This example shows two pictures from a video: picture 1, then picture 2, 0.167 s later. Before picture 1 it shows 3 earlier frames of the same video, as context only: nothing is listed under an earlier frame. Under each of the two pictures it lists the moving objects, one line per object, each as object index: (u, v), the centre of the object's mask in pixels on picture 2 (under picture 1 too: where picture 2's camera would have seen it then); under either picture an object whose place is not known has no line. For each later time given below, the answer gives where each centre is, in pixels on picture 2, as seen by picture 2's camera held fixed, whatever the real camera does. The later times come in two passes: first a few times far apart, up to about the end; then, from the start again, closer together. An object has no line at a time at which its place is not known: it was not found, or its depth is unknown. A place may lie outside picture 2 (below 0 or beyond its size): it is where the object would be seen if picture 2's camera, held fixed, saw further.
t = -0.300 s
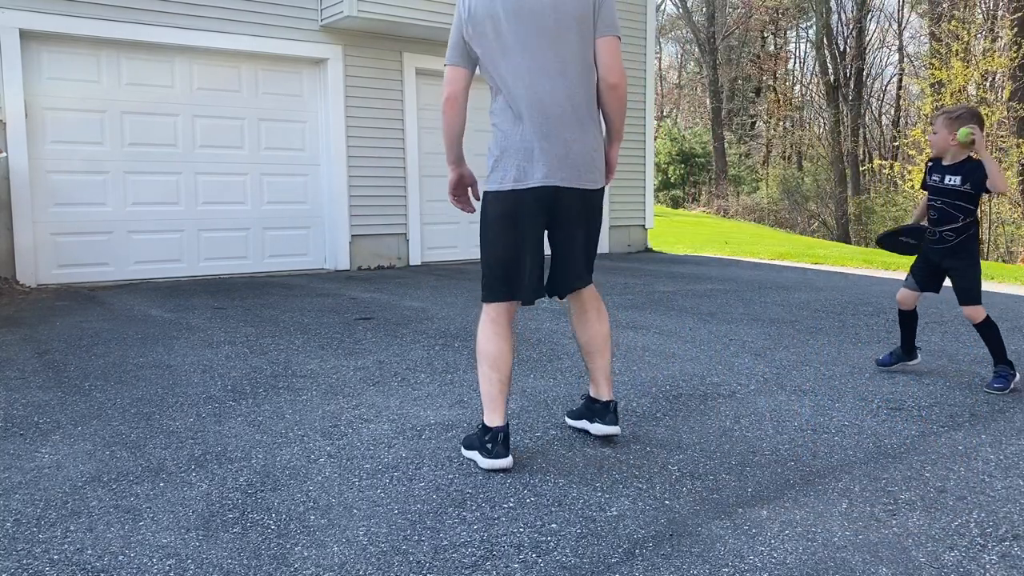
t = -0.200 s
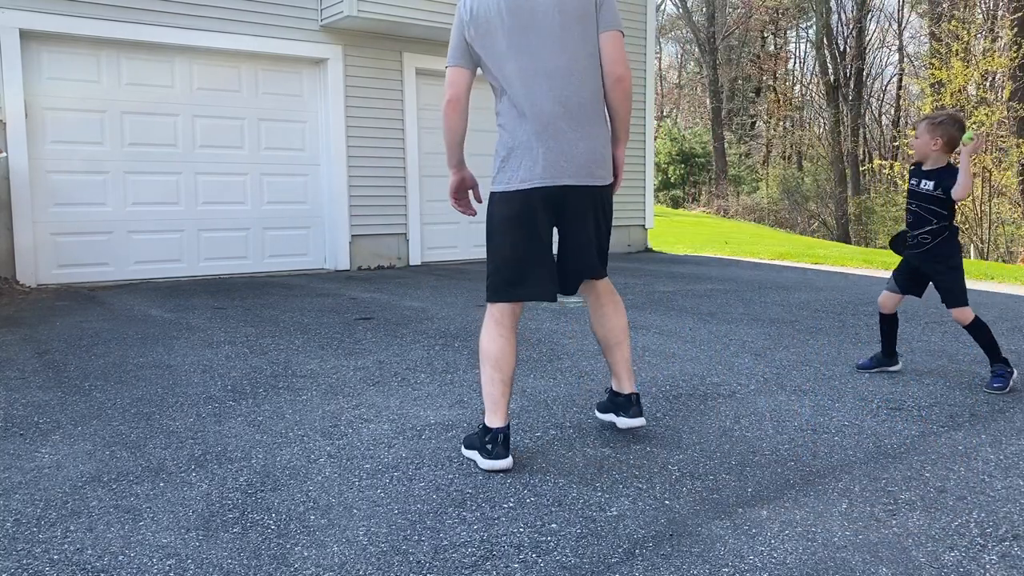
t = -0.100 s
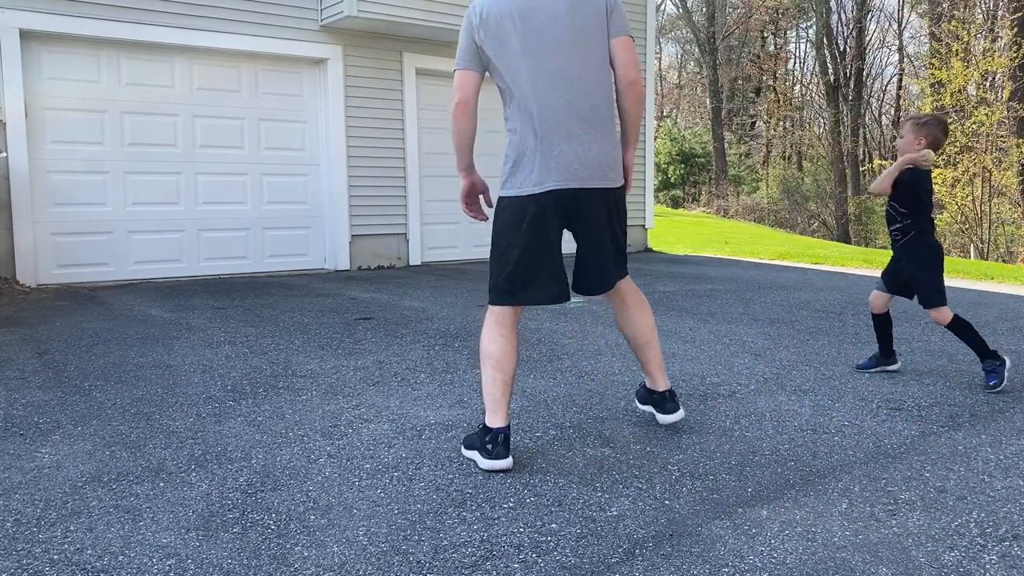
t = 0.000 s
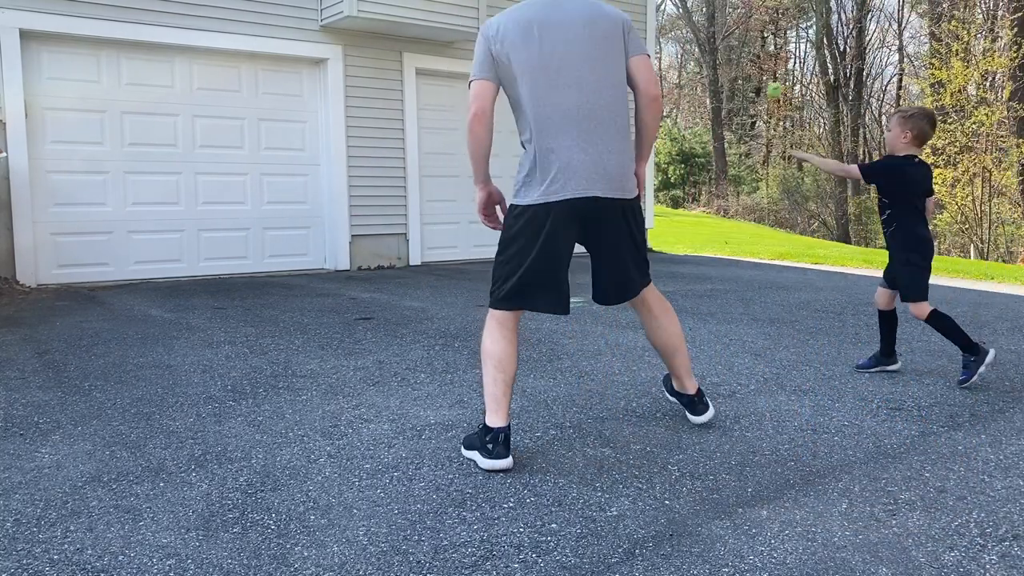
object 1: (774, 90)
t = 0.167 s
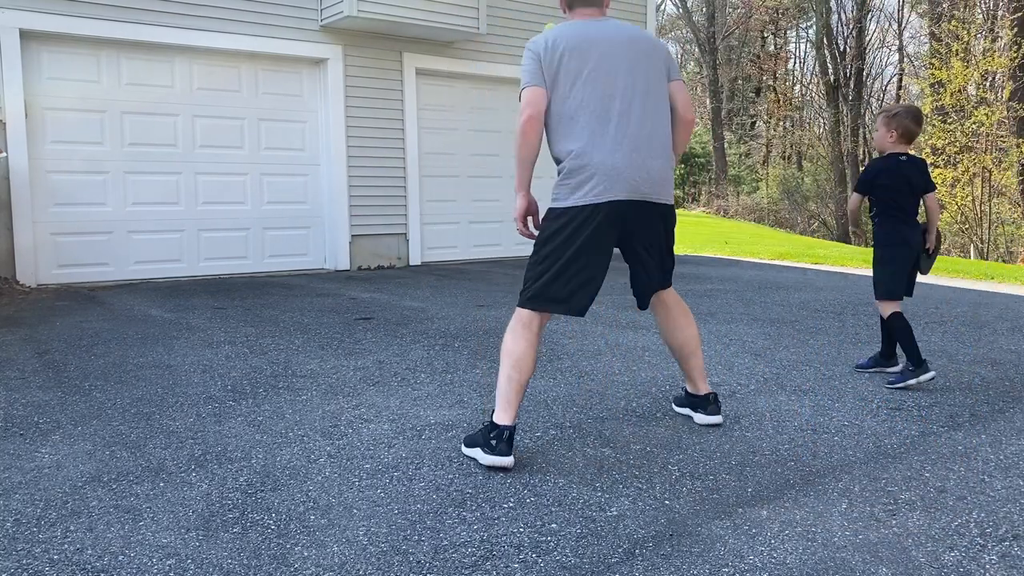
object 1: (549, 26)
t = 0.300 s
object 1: (425, 27)
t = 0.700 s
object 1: (198, 145)
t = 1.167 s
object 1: (183, 250)
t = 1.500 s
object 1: (221, 270)
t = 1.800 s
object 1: (277, 299)
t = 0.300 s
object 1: (425, 27)
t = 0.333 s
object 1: (399, 30)
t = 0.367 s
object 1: (374, 36)
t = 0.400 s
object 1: (352, 42)
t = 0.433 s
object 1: (330, 50)
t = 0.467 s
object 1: (310, 59)
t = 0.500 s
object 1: (291, 69)
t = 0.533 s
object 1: (273, 79)
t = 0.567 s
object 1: (256, 91)
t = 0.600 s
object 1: (241, 104)
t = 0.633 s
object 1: (226, 117)
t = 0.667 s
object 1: (212, 132)
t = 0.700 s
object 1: (198, 145)
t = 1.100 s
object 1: (177, 264)
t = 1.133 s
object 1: (180, 257)
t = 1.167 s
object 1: (183, 250)
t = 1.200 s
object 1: (185, 245)
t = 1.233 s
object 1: (188, 242)
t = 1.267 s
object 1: (192, 239)
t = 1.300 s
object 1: (195, 238)
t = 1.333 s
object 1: (199, 239)
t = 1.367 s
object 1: (202, 242)
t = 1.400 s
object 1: (207, 246)
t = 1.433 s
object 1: (212, 252)
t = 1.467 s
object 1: (216, 260)
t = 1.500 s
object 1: (221, 270)
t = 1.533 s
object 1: (226, 282)
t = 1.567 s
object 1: (231, 297)
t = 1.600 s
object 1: (237, 313)
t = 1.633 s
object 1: (243, 325)
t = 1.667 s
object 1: (249, 317)
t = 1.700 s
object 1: (256, 310)
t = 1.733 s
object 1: (262, 304)
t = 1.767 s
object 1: (269, 301)
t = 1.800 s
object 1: (277, 299)
